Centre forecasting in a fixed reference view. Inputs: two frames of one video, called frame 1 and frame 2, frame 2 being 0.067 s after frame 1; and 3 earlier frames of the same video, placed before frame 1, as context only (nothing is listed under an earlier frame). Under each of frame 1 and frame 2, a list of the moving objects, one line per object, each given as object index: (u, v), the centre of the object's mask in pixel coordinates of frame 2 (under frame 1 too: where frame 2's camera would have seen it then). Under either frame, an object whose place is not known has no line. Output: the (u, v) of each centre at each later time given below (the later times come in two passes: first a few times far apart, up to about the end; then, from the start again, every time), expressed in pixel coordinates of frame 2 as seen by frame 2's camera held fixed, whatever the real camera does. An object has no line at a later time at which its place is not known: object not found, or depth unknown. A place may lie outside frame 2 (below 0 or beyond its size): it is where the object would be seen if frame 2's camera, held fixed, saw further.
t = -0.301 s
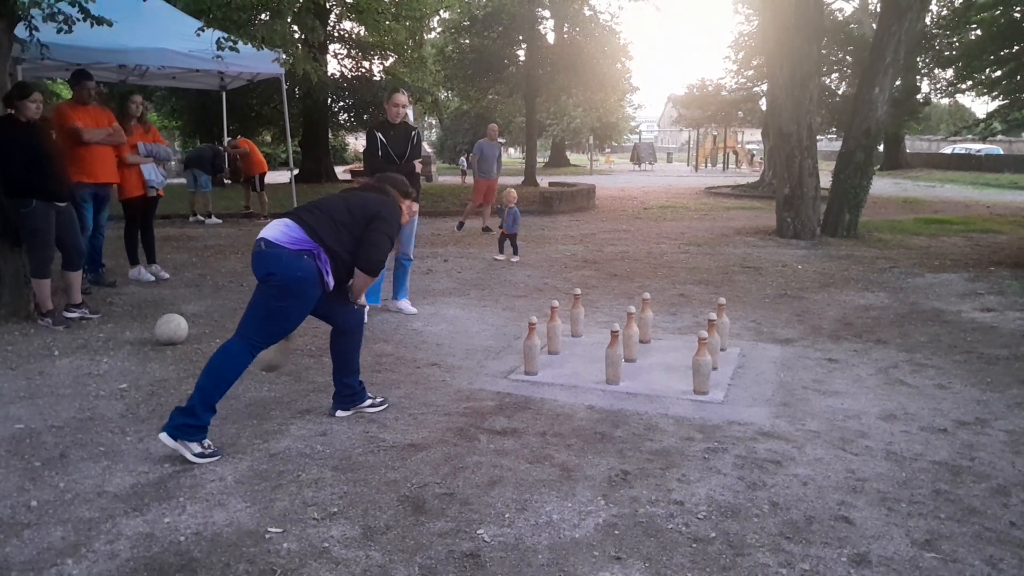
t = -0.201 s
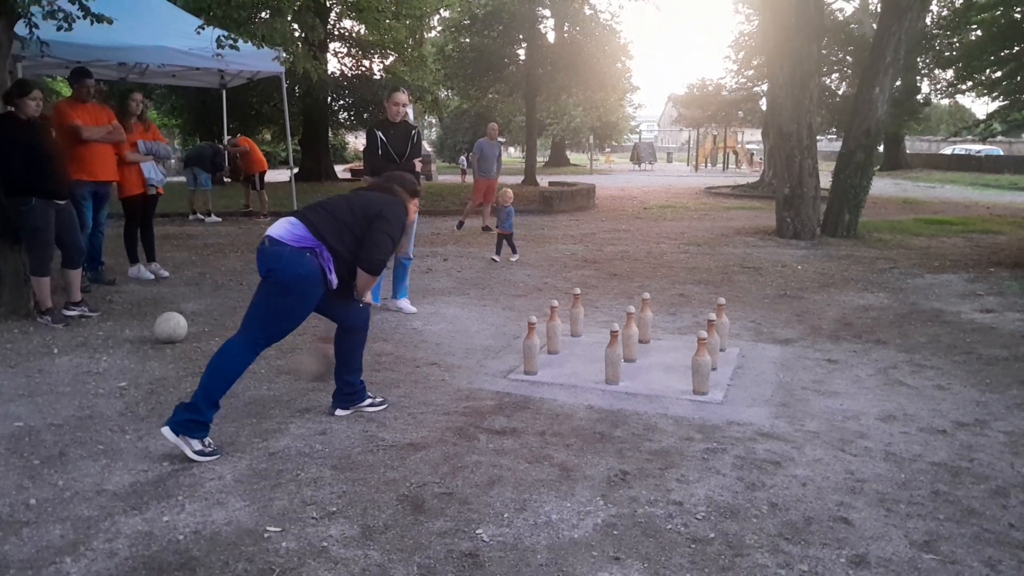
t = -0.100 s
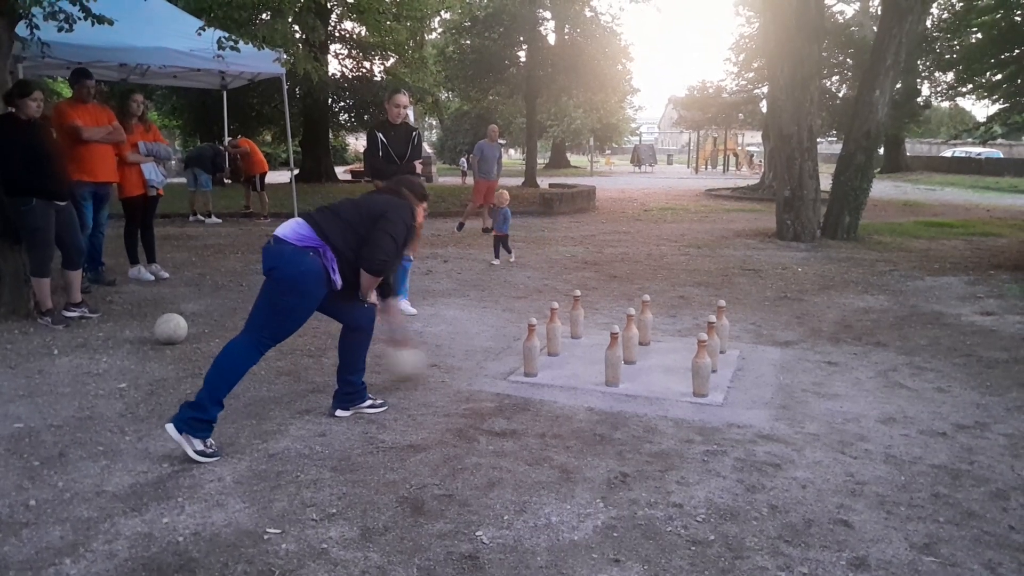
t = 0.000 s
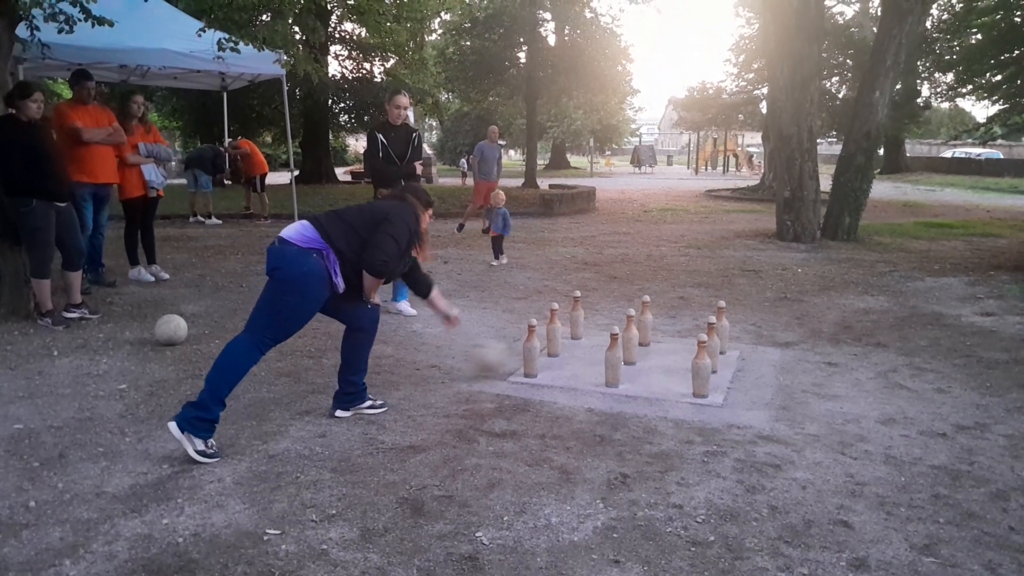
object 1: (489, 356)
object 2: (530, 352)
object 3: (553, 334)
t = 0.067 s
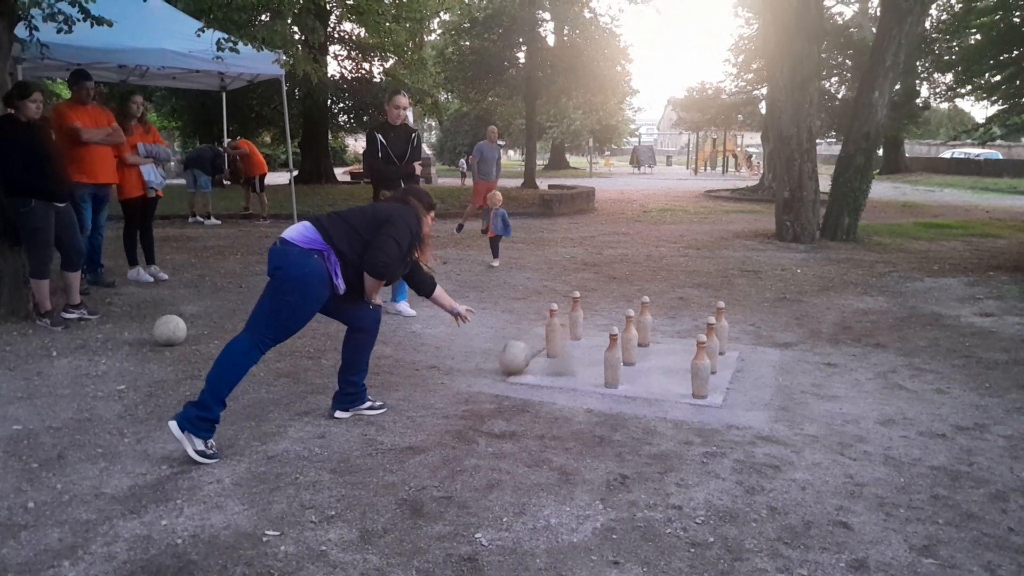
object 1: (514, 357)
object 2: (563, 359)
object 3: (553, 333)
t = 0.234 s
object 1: (532, 347)
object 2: (675, 354)
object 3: (553, 333)
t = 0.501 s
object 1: (529, 334)
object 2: (830, 354)
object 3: (586, 329)
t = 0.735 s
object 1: (529, 327)
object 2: (913, 354)
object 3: (595, 327)
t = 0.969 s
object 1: (529, 321)
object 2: (956, 349)
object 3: (593, 336)
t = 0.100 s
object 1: (518, 354)
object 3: (553, 333)
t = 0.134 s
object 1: (522, 351)
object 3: (553, 333)
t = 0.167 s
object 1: (526, 351)
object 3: (553, 333)
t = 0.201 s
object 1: (528, 349)
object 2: (655, 353)
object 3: (553, 333)
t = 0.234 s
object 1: (532, 347)
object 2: (675, 354)
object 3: (553, 333)
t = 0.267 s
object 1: (535, 345)
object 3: (554, 332)
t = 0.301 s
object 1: (535, 343)
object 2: (732, 349)
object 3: (557, 331)
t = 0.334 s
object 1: (534, 342)
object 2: (748, 356)
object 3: (564, 330)
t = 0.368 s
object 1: (533, 341)
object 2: (760, 358)
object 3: (569, 330)
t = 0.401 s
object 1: (532, 339)
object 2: (780, 356)
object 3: (575, 327)
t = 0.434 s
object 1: (531, 338)
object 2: (799, 354)
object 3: (578, 328)
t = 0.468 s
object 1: (531, 336)
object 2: (813, 353)
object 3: (582, 328)
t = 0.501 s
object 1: (529, 334)
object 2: (830, 354)
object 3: (586, 329)
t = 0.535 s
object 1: (529, 333)
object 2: (845, 356)
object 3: (590, 330)
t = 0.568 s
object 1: (529, 333)
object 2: (861, 358)
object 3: (589, 336)
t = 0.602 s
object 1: (529, 332)
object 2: (874, 357)
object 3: (591, 340)
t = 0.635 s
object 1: (529, 330)
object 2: (886, 355)
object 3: (595, 335)
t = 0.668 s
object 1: (529, 329)
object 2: (896, 355)
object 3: (595, 331)
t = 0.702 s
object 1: (529, 328)
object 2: (904, 356)
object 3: (596, 328)
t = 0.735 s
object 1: (529, 327)
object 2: (913, 354)
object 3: (595, 327)
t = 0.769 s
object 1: (529, 326)
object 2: (920, 353)
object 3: (596, 327)
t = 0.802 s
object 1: (529, 325)
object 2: (925, 353)
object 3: (596, 328)
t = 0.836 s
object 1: (528, 324)
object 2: (933, 352)
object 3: (596, 331)
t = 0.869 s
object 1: (529, 323)
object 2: (939, 351)
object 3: (596, 335)
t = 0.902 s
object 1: (529, 322)
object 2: (945, 350)
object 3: (595, 337)
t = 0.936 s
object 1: (529, 321)
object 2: (951, 349)
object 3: (594, 336)
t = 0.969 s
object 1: (529, 321)
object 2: (956, 349)
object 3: (593, 336)
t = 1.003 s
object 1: (529, 320)
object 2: (963, 348)
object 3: (590, 337)
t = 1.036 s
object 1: (529, 318)
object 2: (967, 347)
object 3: (589, 336)
